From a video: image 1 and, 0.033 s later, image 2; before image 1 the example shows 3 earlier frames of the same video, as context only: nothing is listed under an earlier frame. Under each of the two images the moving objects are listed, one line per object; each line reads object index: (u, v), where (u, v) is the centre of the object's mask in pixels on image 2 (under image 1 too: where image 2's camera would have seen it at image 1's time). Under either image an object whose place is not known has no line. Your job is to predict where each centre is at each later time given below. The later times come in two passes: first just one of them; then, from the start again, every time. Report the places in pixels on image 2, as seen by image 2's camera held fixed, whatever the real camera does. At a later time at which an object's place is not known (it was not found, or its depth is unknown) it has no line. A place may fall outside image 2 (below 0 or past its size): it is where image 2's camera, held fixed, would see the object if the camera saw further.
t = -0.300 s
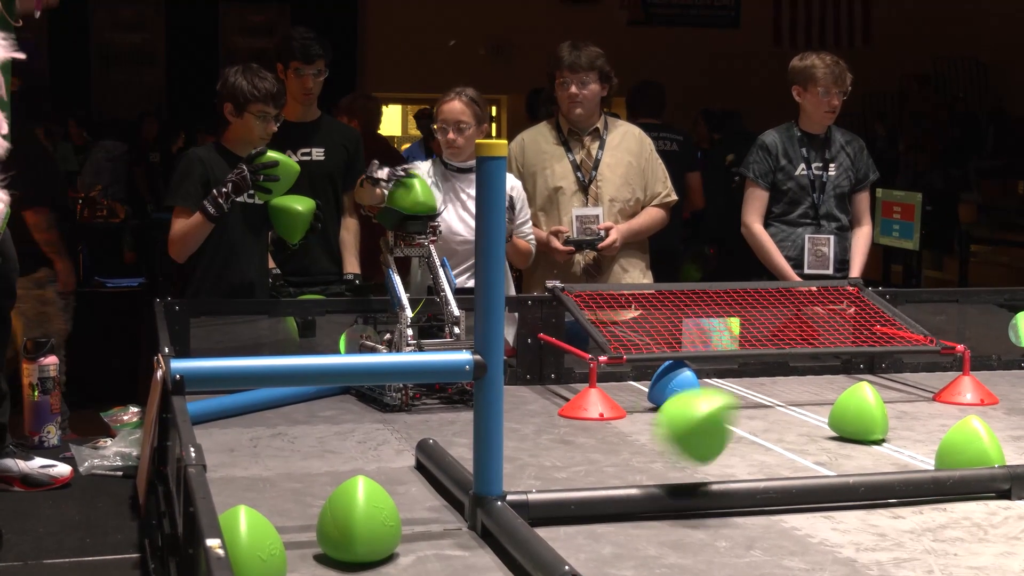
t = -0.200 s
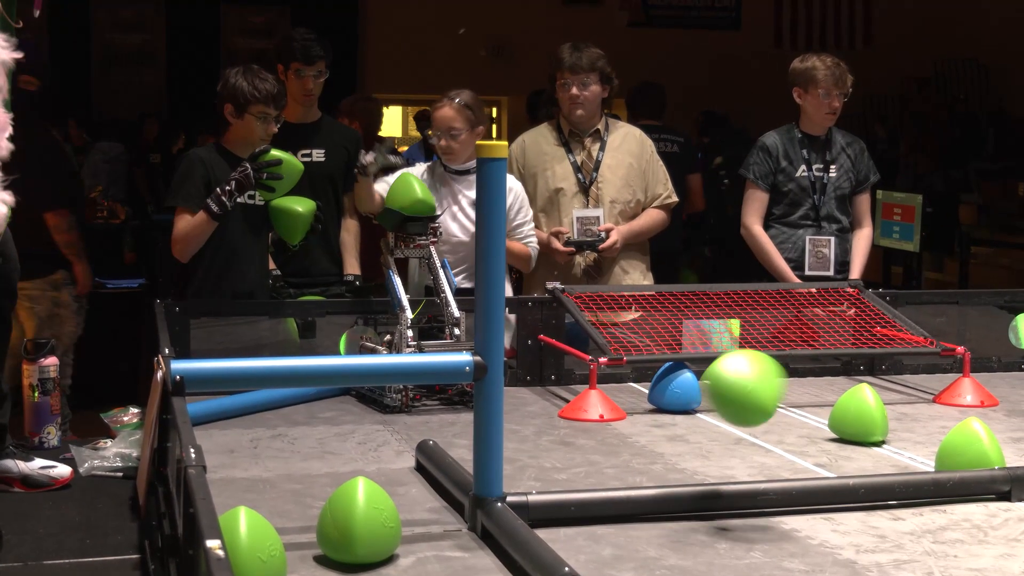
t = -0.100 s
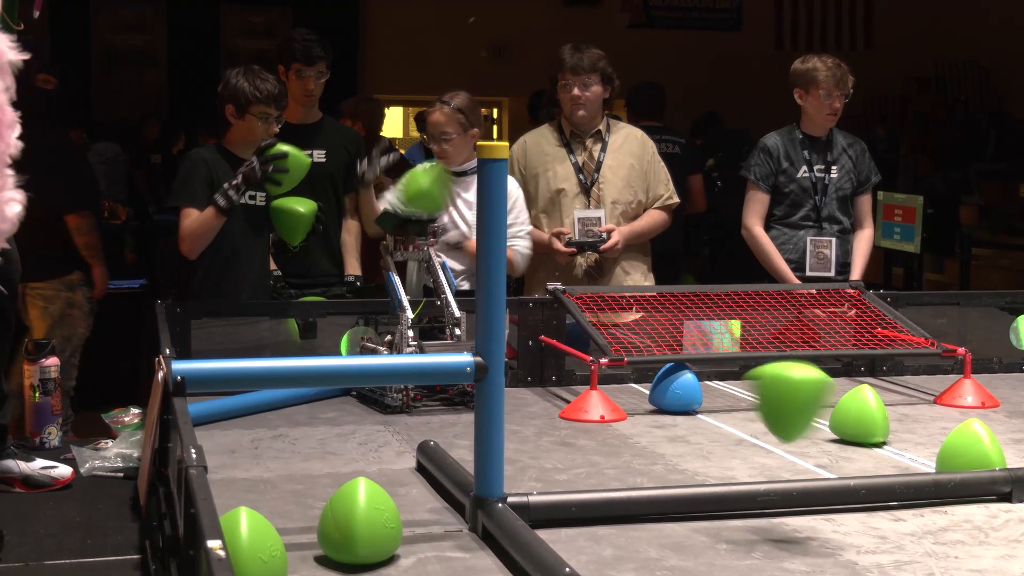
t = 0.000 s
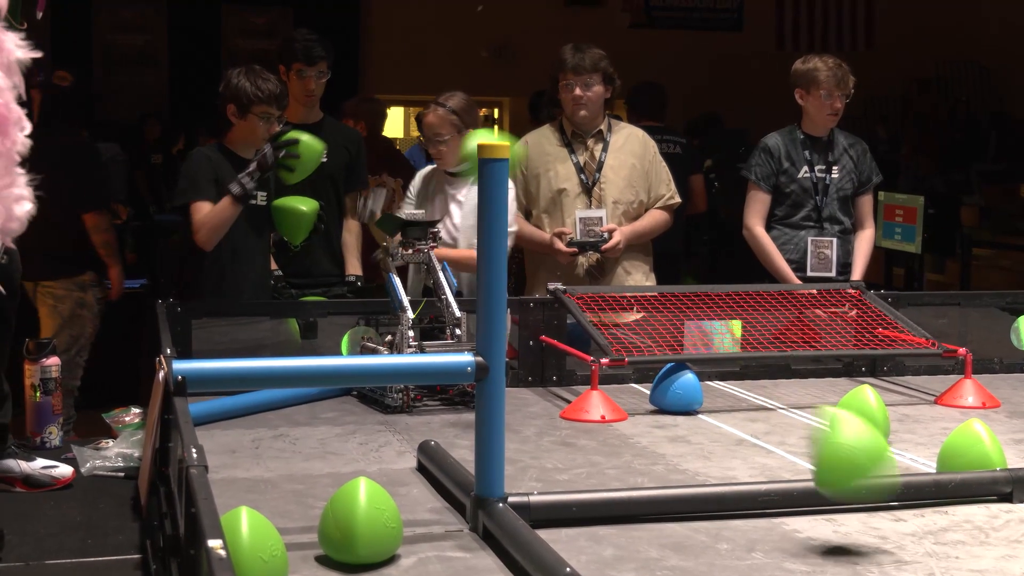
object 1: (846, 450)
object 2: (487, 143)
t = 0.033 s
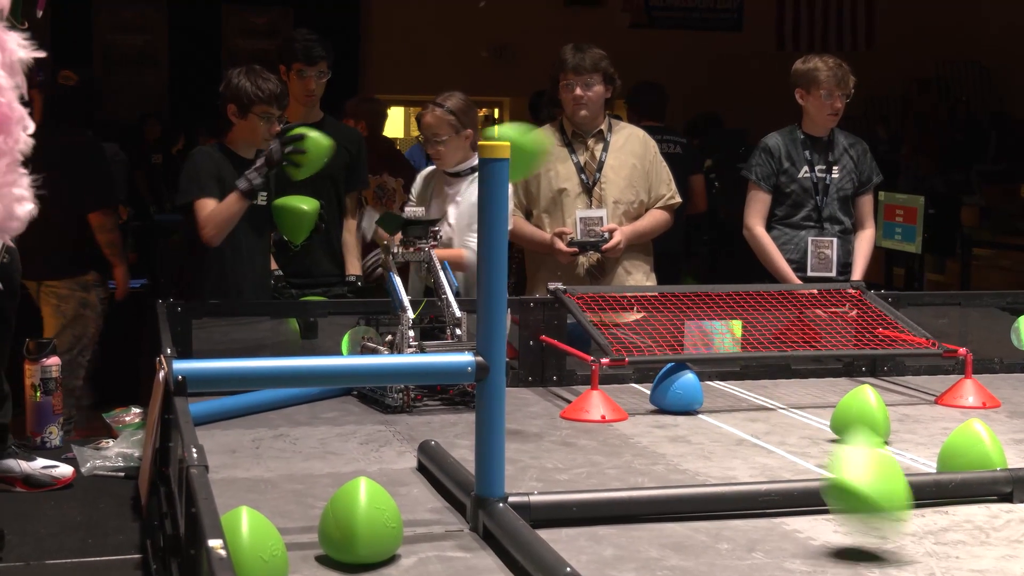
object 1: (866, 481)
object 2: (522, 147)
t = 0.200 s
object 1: (980, 493)
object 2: (657, 184)
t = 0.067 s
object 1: (883, 516)
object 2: (541, 144)
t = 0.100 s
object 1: (910, 513)
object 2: (562, 145)
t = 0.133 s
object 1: (936, 504)
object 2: (589, 155)
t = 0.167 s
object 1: (960, 496)
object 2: (625, 169)
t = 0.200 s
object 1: (980, 493)
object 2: (657, 184)
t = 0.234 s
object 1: (993, 494)
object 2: (693, 215)
